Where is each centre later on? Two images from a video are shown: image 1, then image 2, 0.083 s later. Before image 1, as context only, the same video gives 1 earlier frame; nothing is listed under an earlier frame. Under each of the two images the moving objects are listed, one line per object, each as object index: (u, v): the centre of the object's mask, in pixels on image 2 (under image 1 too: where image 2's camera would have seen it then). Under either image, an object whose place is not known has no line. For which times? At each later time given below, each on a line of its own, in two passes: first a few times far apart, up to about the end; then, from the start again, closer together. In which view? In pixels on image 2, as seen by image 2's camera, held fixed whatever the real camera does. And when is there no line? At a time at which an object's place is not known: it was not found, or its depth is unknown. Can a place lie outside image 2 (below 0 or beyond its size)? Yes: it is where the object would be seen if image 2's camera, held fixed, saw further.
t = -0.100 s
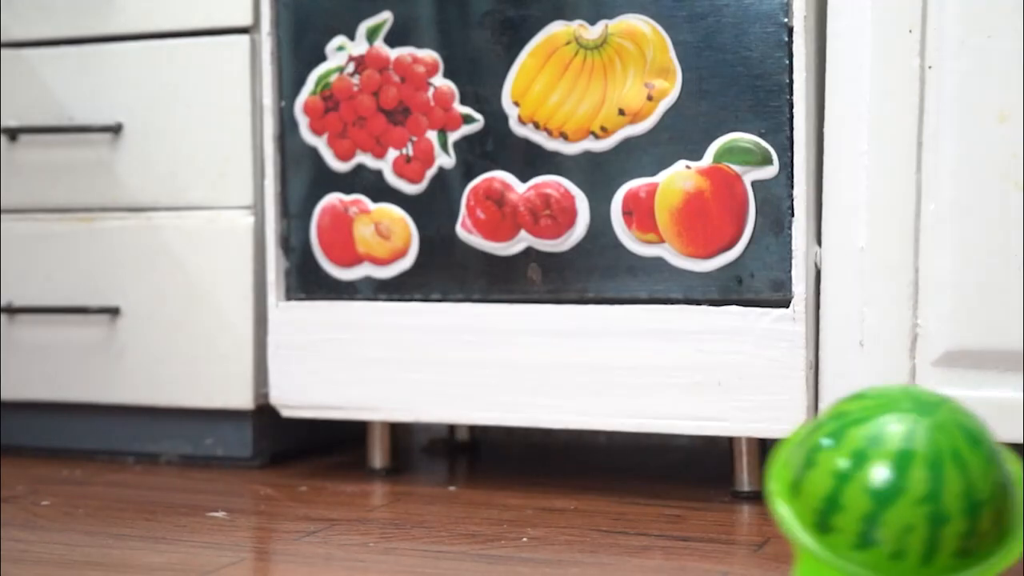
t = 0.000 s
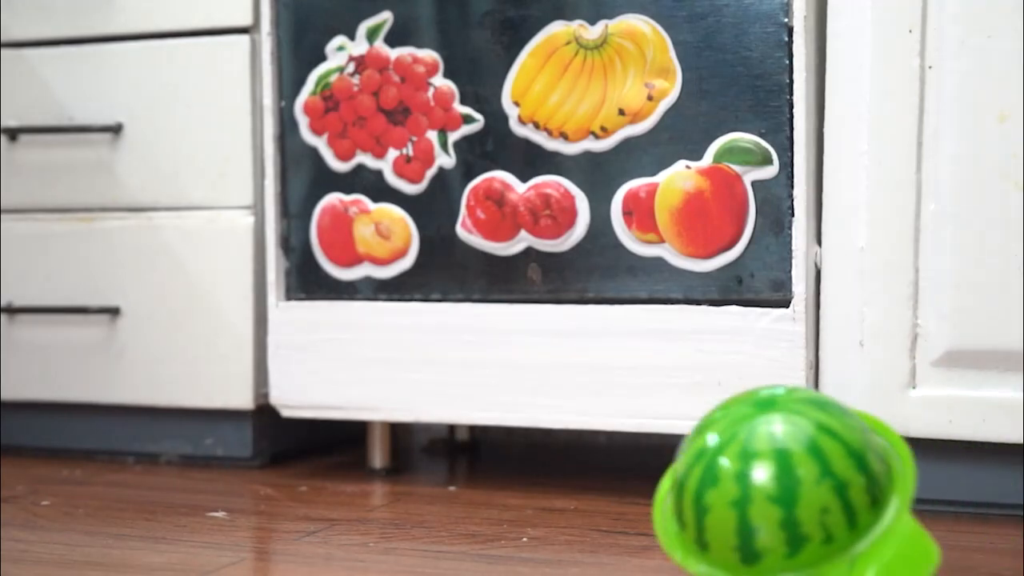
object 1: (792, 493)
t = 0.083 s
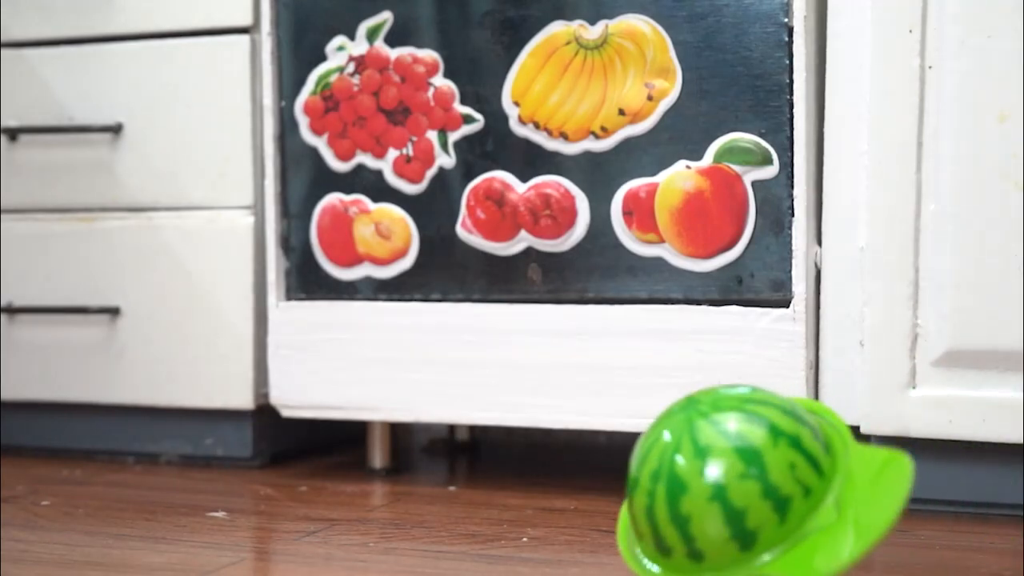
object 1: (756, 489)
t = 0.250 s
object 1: (742, 469)
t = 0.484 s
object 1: (818, 462)
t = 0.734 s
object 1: (806, 470)
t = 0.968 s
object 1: (785, 463)
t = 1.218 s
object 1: (788, 458)
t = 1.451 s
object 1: (787, 463)
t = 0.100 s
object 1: (751, 487)
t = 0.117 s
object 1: (746, 484)
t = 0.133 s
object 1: (742, 483)
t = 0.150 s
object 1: (739, 480)
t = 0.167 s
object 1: (737, 478)
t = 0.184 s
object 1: (735, 477)
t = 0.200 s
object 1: (733, 476)
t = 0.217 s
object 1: (732, 476)
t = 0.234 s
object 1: (735, 474)
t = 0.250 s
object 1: (742, 469)
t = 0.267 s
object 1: (750, 466)
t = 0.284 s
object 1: (757, 463)
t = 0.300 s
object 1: (764, 461)
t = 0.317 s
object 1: (770, 459)
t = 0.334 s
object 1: (775, 458)
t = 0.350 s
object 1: (781, 458)
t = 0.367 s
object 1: (787, 459)
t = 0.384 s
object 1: (794, 460)
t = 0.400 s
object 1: (801, 460)
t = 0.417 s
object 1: (807, 460)
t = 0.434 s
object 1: (810, 461)
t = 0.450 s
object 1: (813, 461)
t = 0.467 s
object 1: (816, 462)
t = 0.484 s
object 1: (818, 462)
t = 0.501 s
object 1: (820, 462)
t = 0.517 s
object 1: (821, 463)
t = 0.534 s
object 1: (821, 463)
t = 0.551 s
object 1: (822, 464)
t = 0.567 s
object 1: (821, 465)
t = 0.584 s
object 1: (820, 465)
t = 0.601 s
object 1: (819, 466)
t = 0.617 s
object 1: (817, 467)
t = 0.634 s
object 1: (816, 468)
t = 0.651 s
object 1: (814, 468)
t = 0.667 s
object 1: (813, 469)
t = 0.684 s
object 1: (812, 470)
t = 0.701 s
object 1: (810, 470)
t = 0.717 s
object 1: (808, 470)
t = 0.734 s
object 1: (806, 470)
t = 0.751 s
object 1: (804, 470)
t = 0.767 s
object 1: (802, 470)
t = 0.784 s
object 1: (800, 470)
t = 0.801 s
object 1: (798, 469)
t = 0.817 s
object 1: (796, 469)
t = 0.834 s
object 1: (795, 469)
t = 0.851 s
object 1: (792, 469)
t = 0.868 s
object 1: (790, 468)
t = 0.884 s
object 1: (789, 468)
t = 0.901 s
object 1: (788, 467)
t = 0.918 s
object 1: (786, 466)
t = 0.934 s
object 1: (786, 465)
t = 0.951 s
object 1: (786, 464)
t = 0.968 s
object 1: (785, 463)
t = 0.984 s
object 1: (784, 462)
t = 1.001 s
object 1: (783, 461)
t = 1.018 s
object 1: (783, 461)
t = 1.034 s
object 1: (783, 460)
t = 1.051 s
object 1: (782, 460)
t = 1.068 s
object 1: (782, 459)
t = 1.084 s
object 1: (782, 459)
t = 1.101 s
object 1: (782, 459)
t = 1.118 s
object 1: (782, 458)
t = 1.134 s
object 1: (783, 458)
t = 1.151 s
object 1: (784, 458)
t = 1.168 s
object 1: (785, 458)
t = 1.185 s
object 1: (786, 458)
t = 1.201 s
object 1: (787, 458)
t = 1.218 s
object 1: (788, 458)
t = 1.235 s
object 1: (789, 459)
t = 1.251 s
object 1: (791, 459)
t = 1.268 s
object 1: (793, 460)
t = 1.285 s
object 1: (795, 460)
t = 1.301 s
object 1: (796, 461)
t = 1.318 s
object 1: (798, 461)
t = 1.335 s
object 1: (799, 462)
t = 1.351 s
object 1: (801, 463)
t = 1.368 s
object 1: (803, 463)
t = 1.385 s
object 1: (787, 463)
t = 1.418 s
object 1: (787, 462)
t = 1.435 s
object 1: (787, 462)
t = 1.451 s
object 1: (787, 463)
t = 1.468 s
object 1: (787, 463)
